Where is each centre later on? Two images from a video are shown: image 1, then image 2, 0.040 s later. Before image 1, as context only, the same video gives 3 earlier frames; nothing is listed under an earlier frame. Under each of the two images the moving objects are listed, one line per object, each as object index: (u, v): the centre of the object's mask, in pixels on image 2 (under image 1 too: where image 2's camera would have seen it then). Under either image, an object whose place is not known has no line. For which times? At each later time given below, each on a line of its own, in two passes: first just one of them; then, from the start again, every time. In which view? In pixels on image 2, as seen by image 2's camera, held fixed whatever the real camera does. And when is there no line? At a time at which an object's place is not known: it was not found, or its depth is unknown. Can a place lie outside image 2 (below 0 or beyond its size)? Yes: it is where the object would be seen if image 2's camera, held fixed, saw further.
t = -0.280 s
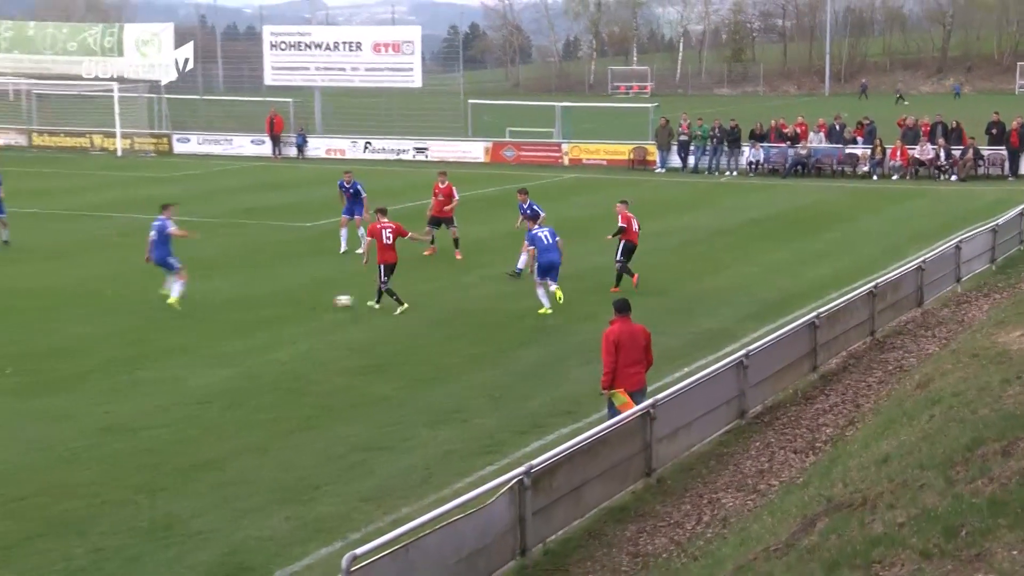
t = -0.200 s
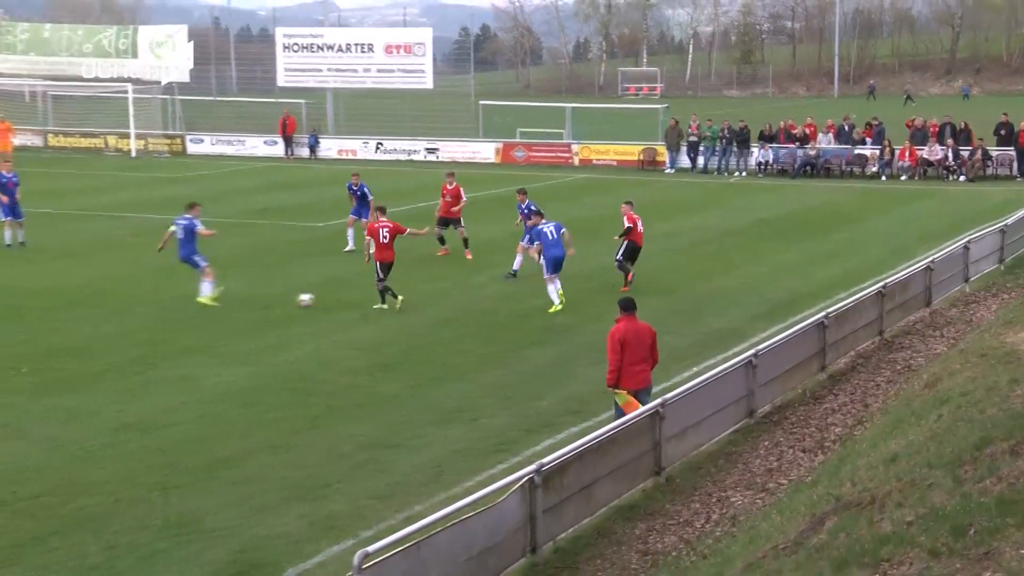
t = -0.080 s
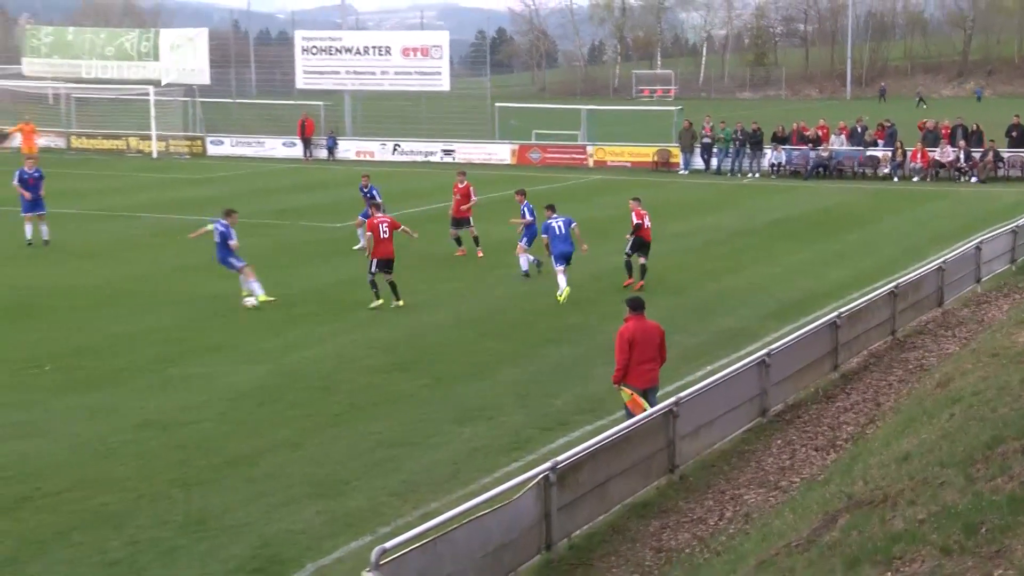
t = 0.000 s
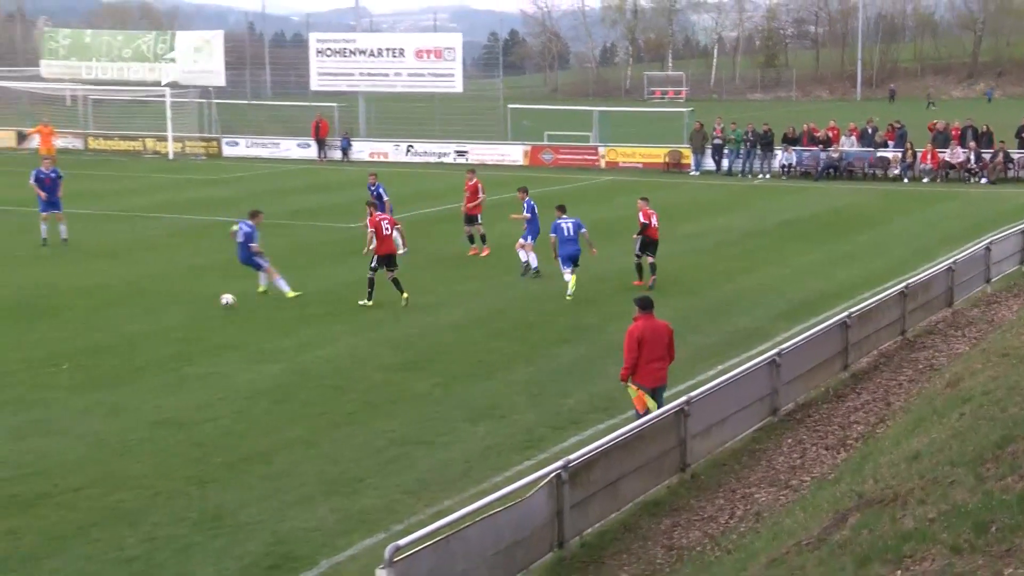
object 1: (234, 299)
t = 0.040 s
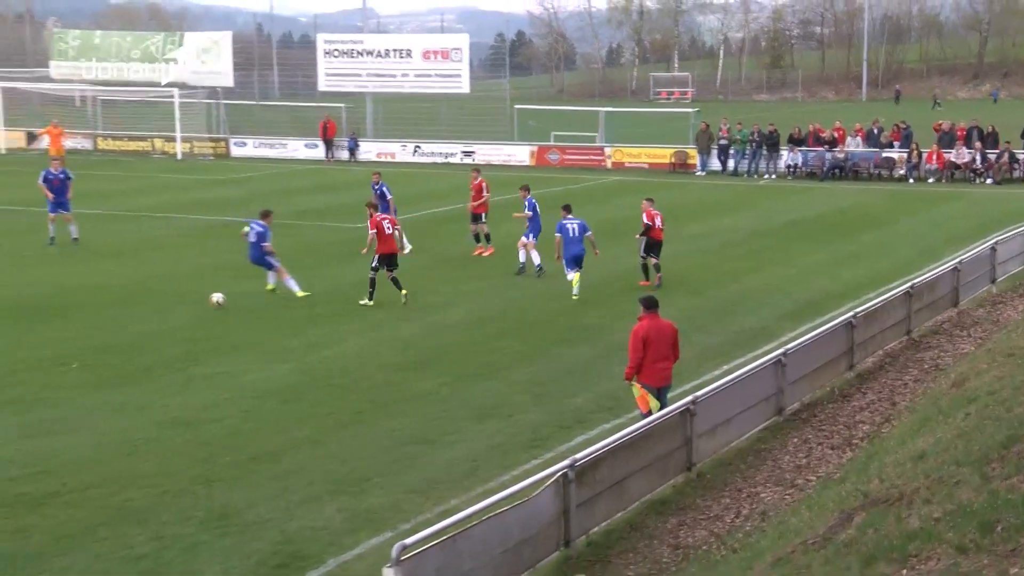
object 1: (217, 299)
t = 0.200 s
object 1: (151, 303)
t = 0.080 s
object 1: (200, 300)
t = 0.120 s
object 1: (183, 301)
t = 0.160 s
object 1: (167, 303)
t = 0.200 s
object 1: (151, 303)
